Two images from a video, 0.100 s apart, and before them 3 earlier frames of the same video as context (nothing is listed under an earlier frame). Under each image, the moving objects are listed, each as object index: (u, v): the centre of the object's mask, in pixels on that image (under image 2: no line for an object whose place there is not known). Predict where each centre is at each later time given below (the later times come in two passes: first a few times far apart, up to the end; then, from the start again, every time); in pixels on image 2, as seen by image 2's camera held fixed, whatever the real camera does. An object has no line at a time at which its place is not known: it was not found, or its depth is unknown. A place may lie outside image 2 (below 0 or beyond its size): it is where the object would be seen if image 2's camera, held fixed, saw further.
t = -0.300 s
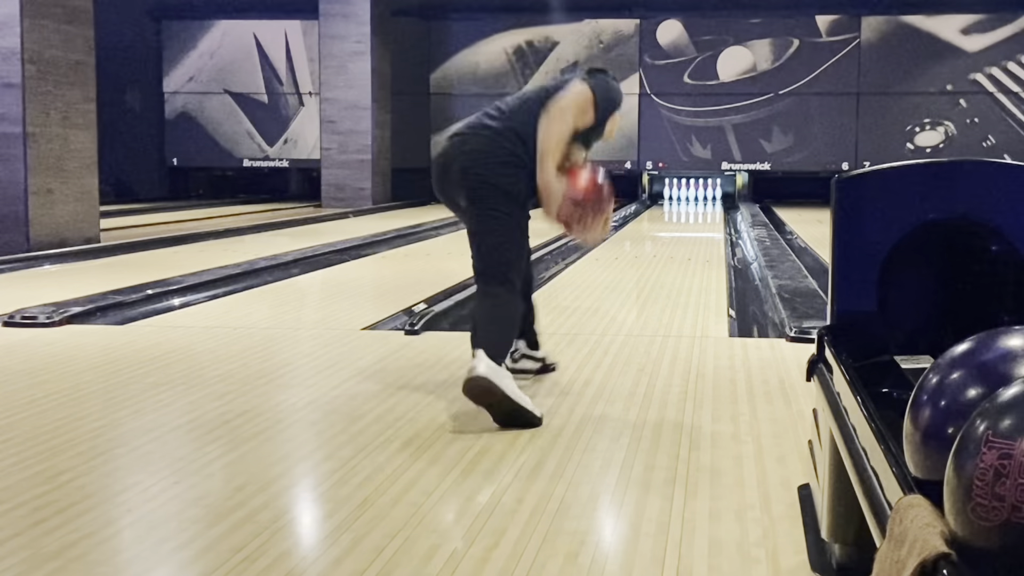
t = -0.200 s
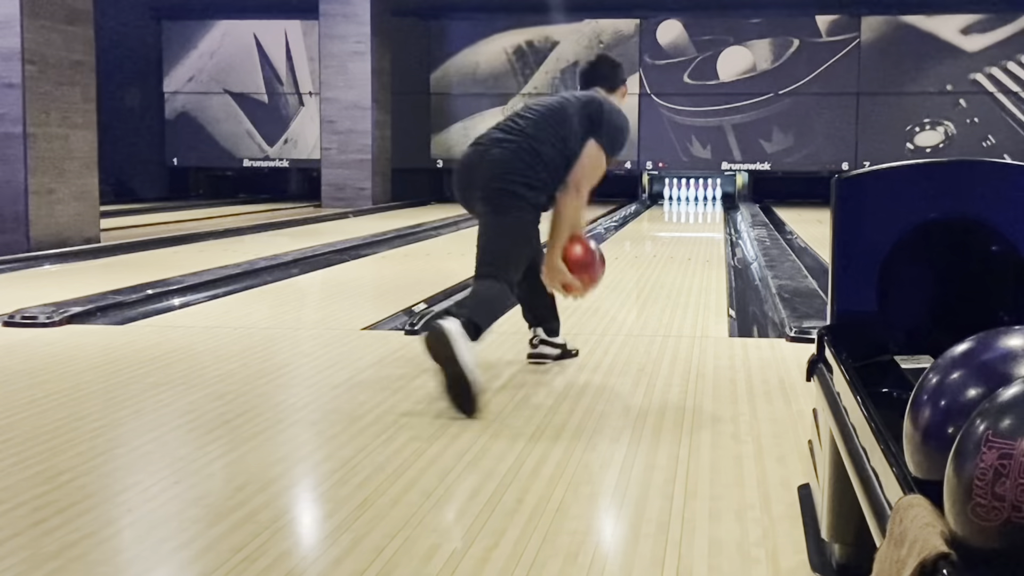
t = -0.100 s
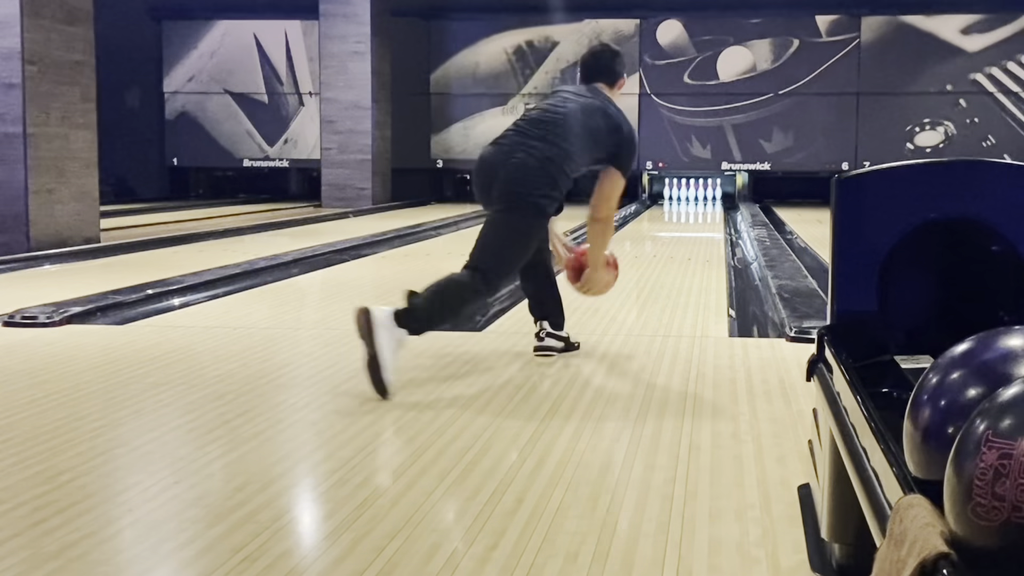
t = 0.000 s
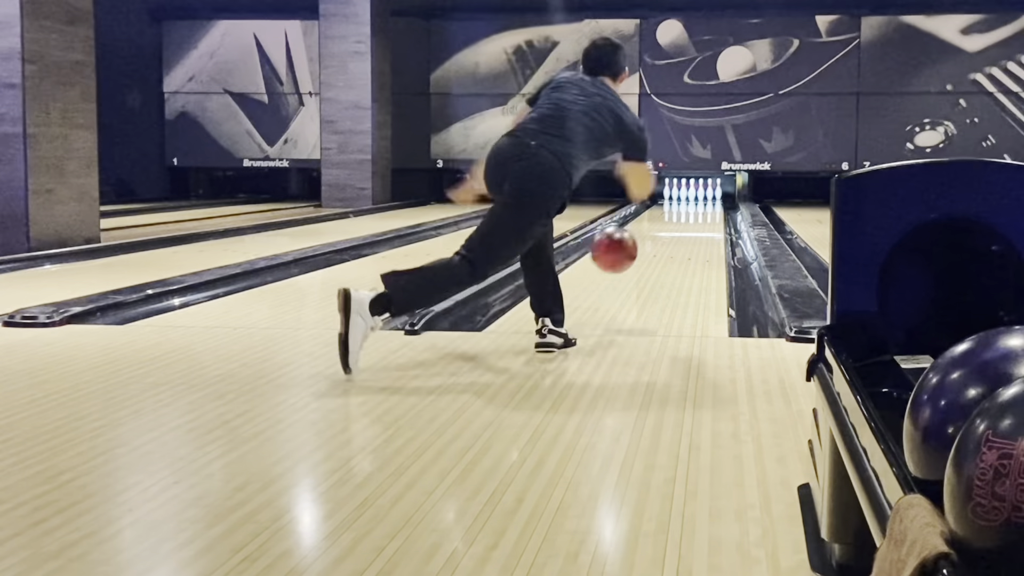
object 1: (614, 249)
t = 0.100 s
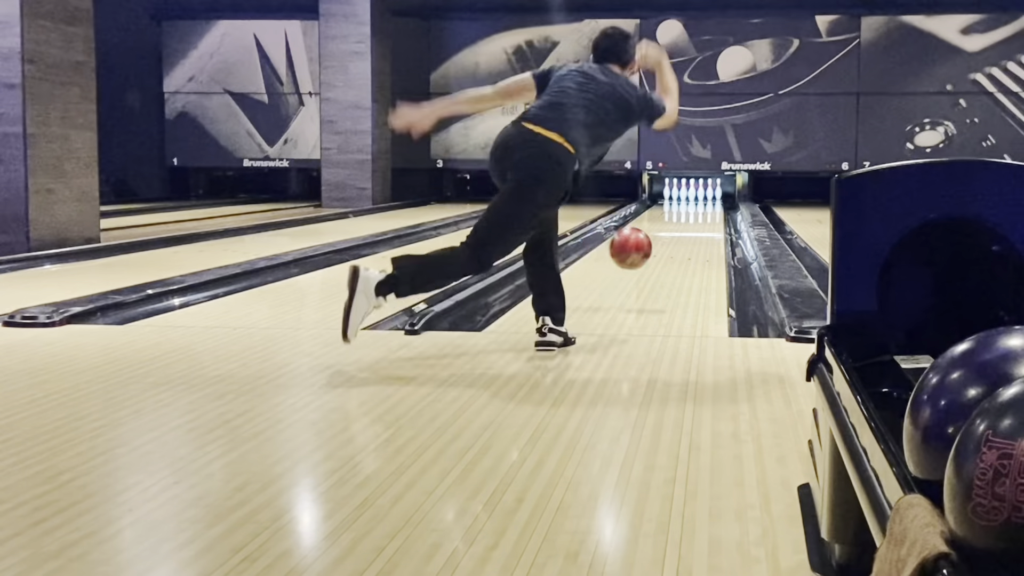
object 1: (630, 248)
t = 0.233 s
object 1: (648, 271)
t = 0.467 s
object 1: (670, 252)
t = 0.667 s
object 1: (684, 240)
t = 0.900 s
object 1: (695, 230)
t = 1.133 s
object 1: (703, 222)
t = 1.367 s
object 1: (708, 215)
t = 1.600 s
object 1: (710, 210)
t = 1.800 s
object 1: (711, 206)
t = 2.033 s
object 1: (711, 202)
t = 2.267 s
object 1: (708, 200)
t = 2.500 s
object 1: (702, 197)
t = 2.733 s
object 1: (699, 195)
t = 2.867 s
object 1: (700, 194)
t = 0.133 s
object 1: (635, 252)
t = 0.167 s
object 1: (640, 257)
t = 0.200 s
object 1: (644, 264)
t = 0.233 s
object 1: (648, 271)
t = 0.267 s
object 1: (652, 265)
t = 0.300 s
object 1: (655, 262)
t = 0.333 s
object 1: (659, 260)
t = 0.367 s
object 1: (662, 259)
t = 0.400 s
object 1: (665, 256)
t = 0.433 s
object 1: (668, 254)
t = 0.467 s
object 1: (670, 252)
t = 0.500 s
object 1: (673, 250)
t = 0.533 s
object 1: (675, 247)
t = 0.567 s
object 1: (677, 245)
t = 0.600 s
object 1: (680, 243)
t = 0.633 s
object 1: (682, 241)
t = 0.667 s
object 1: (684, 240)
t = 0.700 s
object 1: (685, 238)
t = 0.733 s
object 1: (687, 236)
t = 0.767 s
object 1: (689, 235)
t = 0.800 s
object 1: (690, 234)
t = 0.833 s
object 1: (692, 232)
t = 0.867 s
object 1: (693, 231)
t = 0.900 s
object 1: (695, 230)
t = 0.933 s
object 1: (696, 228)
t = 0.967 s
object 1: (697, 227)
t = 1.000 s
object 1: (698, 226)
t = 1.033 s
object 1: (699, 225)
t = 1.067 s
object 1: (701, 223)
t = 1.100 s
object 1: (702, 223)
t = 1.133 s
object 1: (703, 222)
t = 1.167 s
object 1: (703, 220)
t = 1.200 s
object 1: (704, 219)
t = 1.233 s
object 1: (705, 218)
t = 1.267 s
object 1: (705, 218)
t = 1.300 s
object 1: (706, 217)
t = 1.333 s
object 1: (707, 216)
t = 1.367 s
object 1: (708, 215)
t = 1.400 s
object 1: (708, 214)
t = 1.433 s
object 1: (709, 213)
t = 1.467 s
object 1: (709, 213)
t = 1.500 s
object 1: (710, 212)
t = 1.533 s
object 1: (710, 211)
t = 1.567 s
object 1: (710, 210)
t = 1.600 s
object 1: (710, 210)
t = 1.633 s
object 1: (711, 209)
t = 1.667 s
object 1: (711, 208)
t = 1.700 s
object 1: (711, 208)
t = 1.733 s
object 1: (711, 207)
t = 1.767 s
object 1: (711, 206)
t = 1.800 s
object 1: (711, 206)
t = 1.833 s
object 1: (712, 205)
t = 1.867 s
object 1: (712, 204)
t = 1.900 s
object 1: (711, 204)
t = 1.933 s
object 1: (711, 204)
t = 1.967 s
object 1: (711, 203)
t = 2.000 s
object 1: (711, 203)
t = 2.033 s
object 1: (711, 202)
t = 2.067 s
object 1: (711, 202)
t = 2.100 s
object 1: (710, 201)
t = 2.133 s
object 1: (710, 201)
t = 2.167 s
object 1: (710, 201)
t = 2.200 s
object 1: (709, 201)
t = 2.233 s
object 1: (709, 200)
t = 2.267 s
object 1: (708, 200)
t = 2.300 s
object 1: (708, 199)
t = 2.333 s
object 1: (707, 199)
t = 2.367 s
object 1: (706, 199)
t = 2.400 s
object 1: (705, 198)
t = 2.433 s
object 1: (703, 198)
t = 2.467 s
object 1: (702, 198)
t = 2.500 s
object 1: (702, 197)
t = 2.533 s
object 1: (701, 197)
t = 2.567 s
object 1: (700, 198)
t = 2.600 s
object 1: (700, 196)
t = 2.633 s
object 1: (699, 196)
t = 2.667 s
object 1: (698, 196)
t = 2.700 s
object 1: (697, 196)
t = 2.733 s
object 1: (699, 195)
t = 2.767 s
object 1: (699, 195)
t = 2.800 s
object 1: (699, 195)
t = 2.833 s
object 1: (699, 195)
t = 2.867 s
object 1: (700, 194)
